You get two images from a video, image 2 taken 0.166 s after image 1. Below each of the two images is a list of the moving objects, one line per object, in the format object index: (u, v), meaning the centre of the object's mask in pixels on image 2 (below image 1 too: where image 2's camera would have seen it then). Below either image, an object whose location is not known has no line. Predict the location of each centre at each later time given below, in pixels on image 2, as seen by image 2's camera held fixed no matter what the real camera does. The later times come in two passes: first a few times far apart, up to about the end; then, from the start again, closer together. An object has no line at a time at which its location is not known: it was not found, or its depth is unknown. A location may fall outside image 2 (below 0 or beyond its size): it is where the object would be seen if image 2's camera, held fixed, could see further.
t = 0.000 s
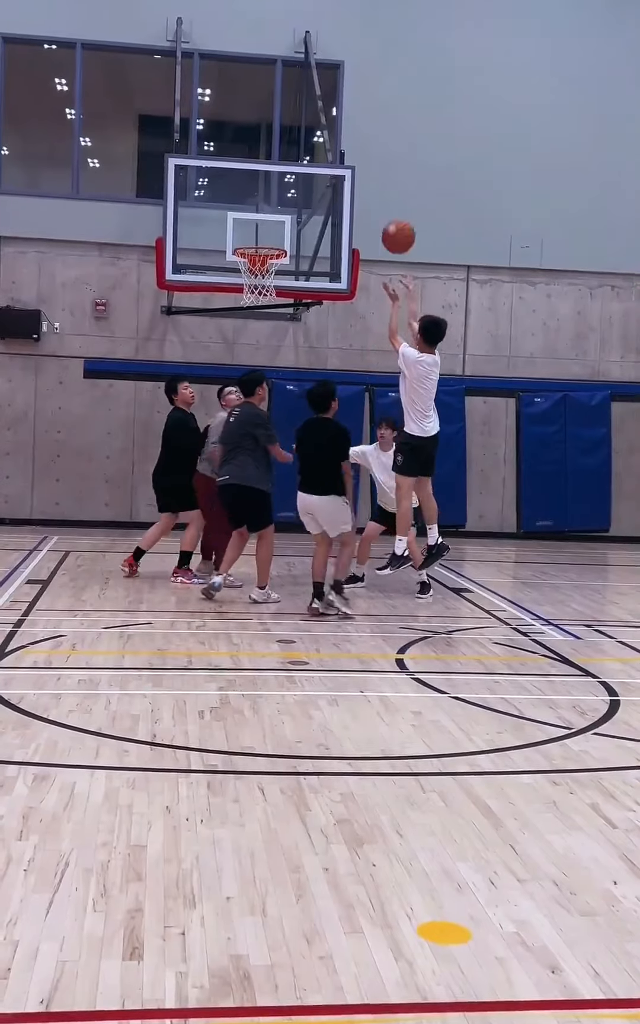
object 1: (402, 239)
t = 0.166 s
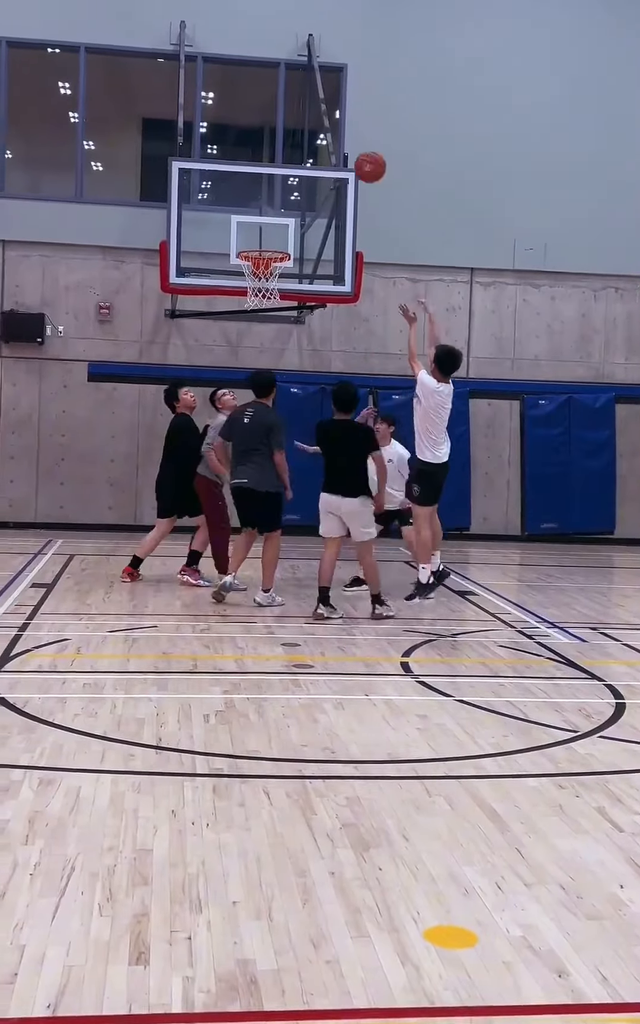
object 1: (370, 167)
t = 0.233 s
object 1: (358, 150)
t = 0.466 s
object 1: (318, 137)
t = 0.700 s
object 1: (280, 188)
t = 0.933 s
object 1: (275, 268)
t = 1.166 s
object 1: (280, 279)
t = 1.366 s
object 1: (262, 314)
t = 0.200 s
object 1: (364, 158)
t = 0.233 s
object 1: (358, 150)
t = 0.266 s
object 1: (353, 145)
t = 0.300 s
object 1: (348, 139)
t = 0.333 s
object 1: (341, 136)
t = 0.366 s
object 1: (335, 134)
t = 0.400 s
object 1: (330, 134)
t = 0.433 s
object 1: (324, 135)
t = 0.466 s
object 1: (318, 137)
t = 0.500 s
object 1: (312, 141)
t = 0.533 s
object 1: (307, 146)
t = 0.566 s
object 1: (301, 152)
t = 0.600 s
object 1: (296, 159)
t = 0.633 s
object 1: (291, 167)
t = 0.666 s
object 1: (285, 176)
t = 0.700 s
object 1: (280, 188)
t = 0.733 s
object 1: (276, 198)
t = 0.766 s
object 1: (270, 210)
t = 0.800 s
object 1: (265, 223)
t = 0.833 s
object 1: (260, 238)
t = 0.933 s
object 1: (275, 268)
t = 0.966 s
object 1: (281, 268)
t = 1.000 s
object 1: (285, 272)
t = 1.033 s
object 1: (284, 269)
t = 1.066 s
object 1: (282, 269)
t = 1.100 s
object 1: (287, 274)
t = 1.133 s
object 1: (281, 281)
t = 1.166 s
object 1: (280, 279)
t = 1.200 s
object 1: (278, 279)
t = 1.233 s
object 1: (275, 285)
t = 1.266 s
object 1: (271, 293)
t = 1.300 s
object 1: (268, 299)
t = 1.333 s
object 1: (265, 306)
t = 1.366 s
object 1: (262, 314)
